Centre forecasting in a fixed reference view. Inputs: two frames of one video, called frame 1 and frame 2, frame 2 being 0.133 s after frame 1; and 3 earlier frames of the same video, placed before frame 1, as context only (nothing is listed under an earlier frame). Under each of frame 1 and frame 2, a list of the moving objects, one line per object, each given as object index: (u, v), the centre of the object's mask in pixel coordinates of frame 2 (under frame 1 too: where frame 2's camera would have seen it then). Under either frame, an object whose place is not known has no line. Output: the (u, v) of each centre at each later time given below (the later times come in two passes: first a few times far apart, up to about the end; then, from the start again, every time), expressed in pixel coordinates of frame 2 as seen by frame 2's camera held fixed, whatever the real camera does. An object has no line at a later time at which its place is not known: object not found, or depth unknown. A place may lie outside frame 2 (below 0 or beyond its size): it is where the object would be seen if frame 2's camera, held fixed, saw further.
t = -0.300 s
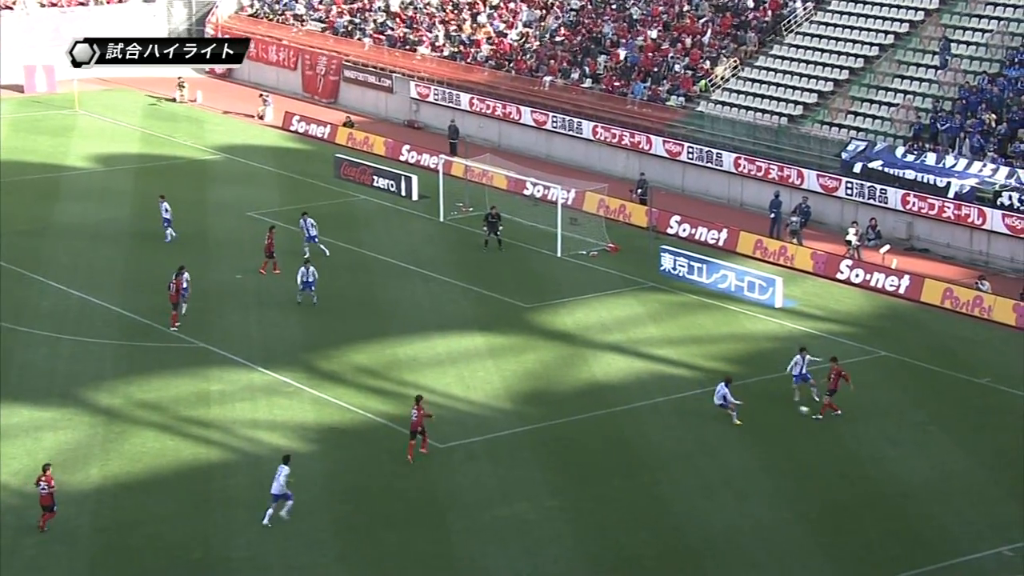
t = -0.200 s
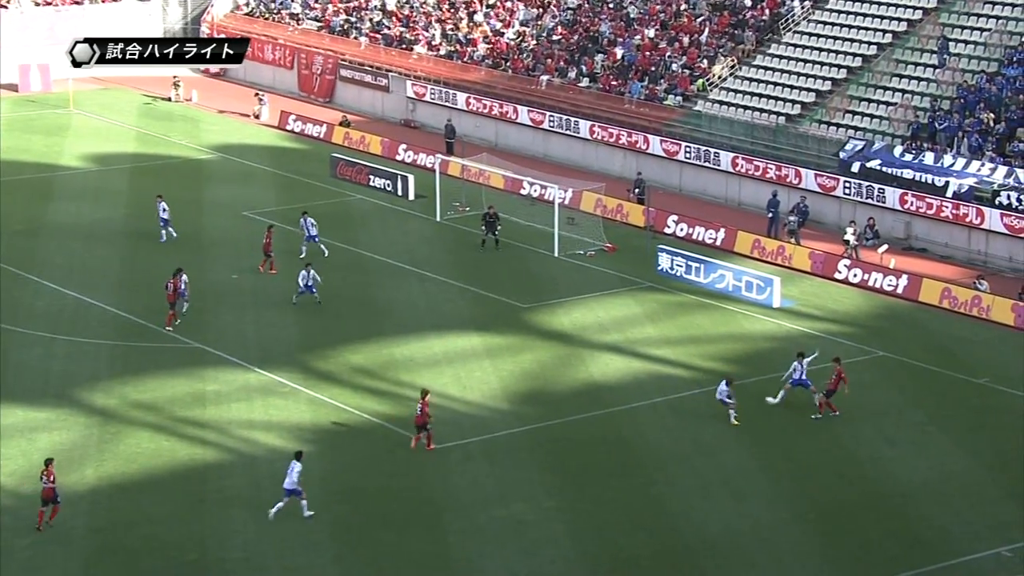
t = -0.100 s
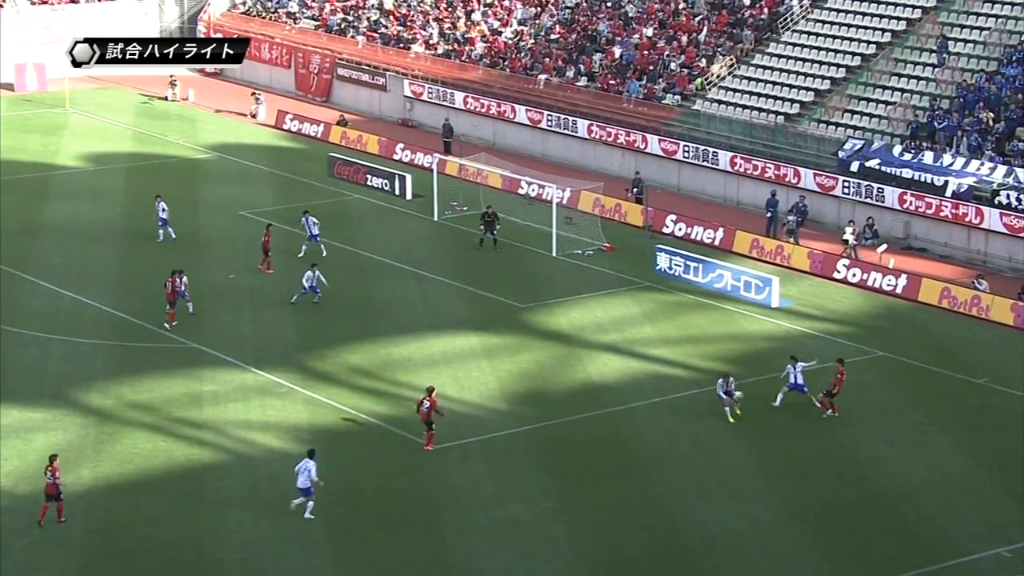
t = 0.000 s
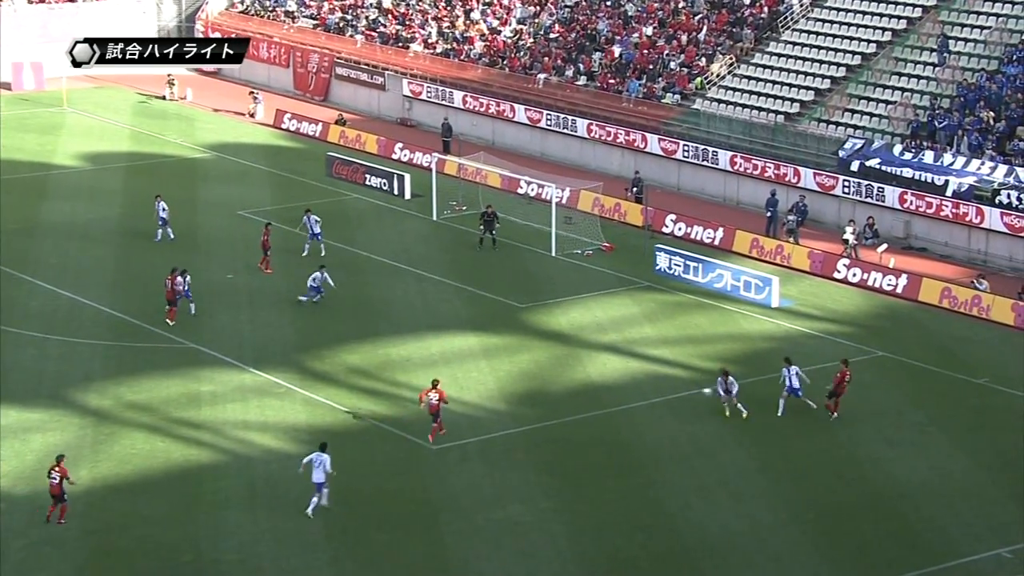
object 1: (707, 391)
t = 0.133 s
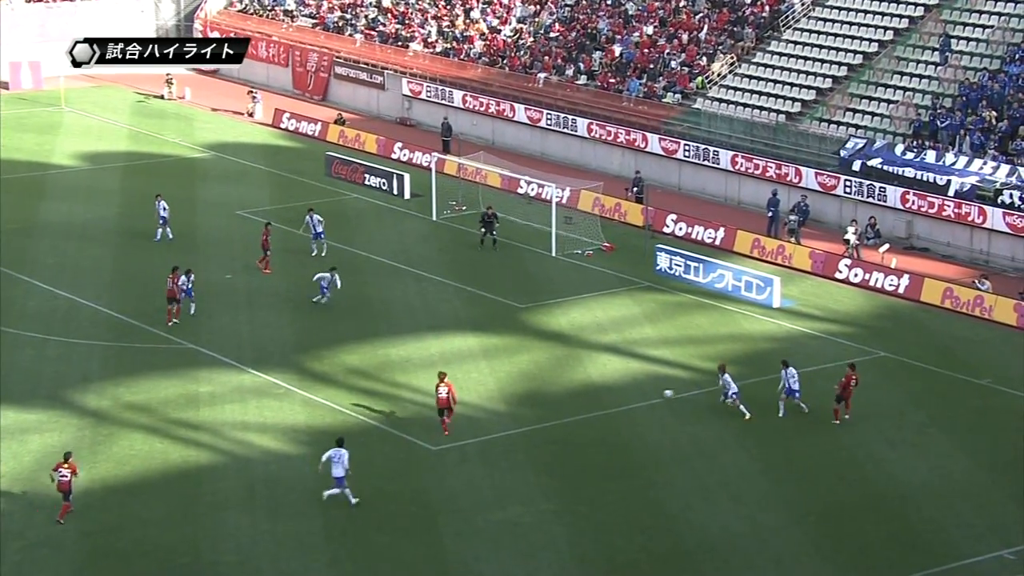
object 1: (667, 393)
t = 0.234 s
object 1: (642, 389)
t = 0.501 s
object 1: (584, 383)
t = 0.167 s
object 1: (658, 393)
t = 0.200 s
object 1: (650, 391)
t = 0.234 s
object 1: (642, 389)
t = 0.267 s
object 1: (635, 387)
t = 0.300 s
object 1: (628, 385)
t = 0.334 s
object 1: (620, 384)
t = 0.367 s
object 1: (613, 383)
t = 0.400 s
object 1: (606, 383)
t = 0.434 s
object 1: (598, 383)
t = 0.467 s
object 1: (591, 383)
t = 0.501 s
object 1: (584, 383)
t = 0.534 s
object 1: (578, 382)
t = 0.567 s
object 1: (573, 381)
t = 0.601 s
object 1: (568, 379)
